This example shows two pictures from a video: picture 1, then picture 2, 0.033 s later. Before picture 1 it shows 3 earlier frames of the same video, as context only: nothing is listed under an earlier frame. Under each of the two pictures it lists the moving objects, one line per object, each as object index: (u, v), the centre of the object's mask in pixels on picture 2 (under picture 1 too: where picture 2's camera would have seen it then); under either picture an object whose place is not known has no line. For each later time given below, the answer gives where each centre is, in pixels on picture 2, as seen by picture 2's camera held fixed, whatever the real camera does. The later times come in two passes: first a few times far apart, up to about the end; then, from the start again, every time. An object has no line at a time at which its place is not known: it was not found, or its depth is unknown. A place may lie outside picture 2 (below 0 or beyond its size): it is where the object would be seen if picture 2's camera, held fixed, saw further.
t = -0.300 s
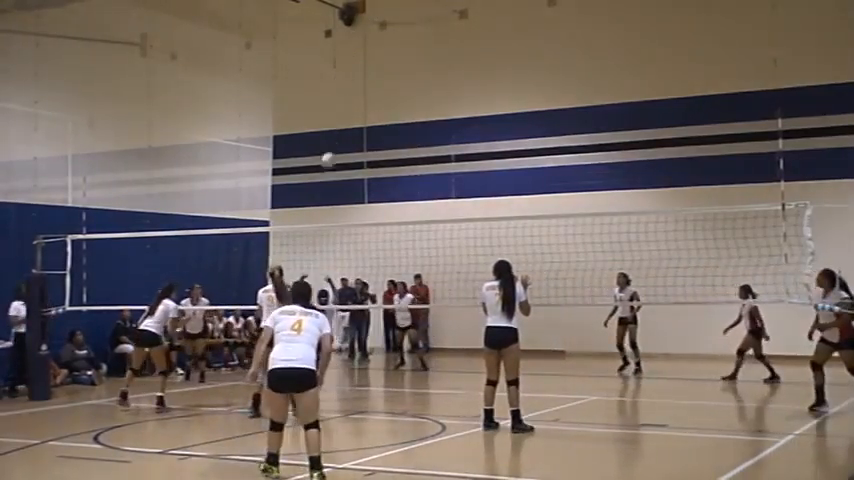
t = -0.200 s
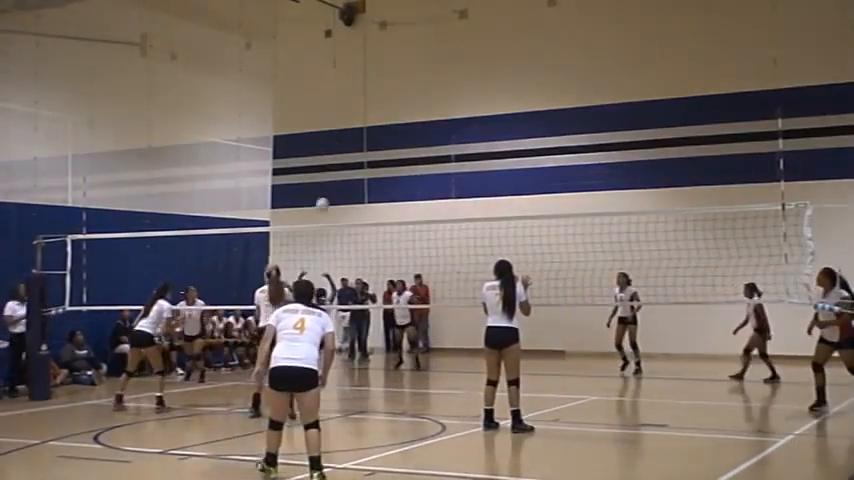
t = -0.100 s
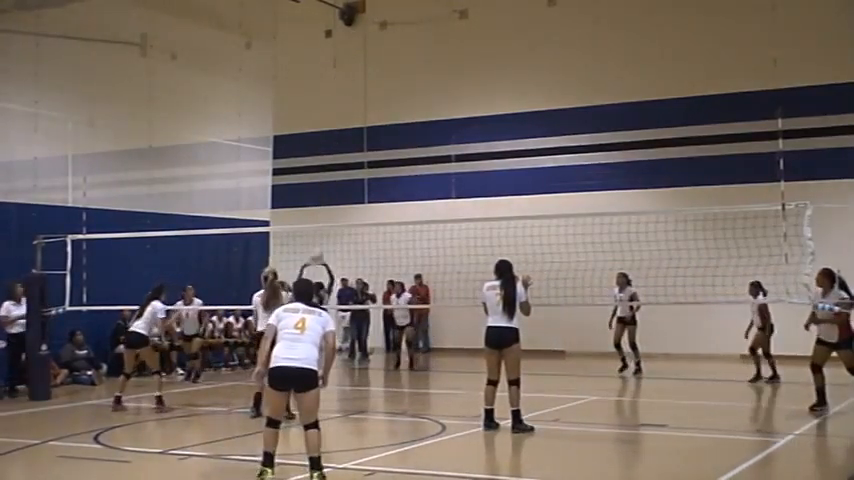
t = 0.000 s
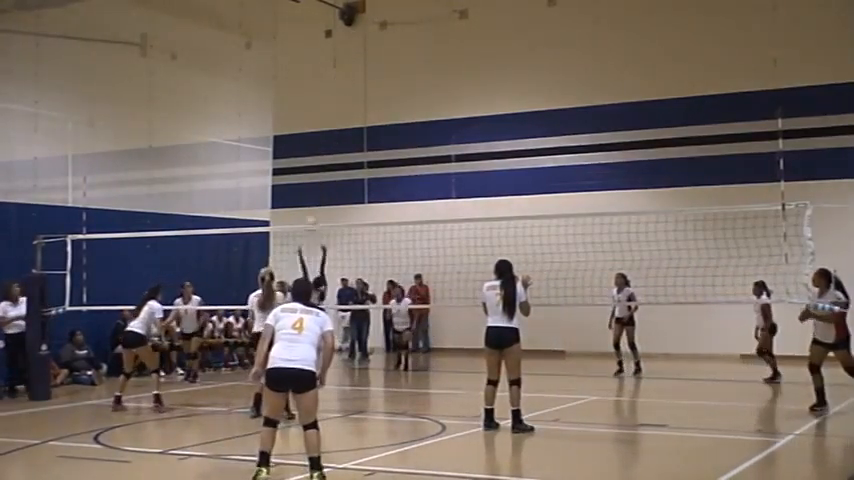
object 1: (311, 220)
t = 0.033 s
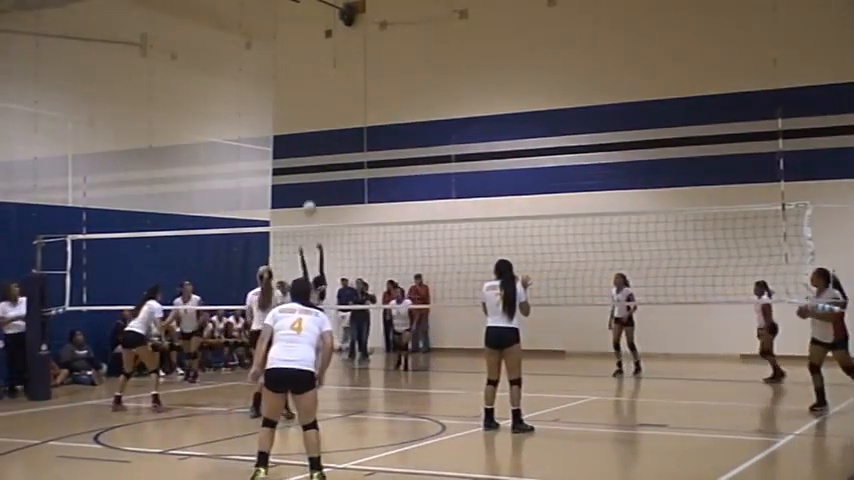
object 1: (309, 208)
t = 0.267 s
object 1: (298, 117)
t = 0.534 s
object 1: (288, 61)
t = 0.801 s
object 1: (277, 51)
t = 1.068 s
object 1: (267, 90)
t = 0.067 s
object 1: (308, 194)
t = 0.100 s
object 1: (306, 179)
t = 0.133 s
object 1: (305, 165)
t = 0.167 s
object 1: (303, 151)
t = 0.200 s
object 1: (302, 141)
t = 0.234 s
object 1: (300, 131)
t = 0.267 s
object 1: (298, 117)
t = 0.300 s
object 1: (297, 107)
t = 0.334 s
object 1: (295, 99)
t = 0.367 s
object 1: (294, 90)
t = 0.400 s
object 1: (294, 83)
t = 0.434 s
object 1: (292, 77)
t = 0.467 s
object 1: (291, 71)
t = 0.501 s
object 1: (289, 65)
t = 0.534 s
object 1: (288, 61)
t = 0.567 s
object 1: (286, 57)
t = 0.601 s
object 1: (285, 54)
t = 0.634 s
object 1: (284, 52)
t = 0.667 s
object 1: (283, 50)
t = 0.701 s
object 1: (281, 49)
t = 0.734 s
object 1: (280, 49)
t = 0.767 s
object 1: (278, 50)
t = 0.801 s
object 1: (277, 51)
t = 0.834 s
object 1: (276, 53)
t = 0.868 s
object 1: (275, 56)
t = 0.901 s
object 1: (273, 60)
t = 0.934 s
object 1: (272, 64)
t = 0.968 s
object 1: (271, 69)
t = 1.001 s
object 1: (269, 75)
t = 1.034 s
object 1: (268, 82)
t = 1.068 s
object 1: (267, 90)
